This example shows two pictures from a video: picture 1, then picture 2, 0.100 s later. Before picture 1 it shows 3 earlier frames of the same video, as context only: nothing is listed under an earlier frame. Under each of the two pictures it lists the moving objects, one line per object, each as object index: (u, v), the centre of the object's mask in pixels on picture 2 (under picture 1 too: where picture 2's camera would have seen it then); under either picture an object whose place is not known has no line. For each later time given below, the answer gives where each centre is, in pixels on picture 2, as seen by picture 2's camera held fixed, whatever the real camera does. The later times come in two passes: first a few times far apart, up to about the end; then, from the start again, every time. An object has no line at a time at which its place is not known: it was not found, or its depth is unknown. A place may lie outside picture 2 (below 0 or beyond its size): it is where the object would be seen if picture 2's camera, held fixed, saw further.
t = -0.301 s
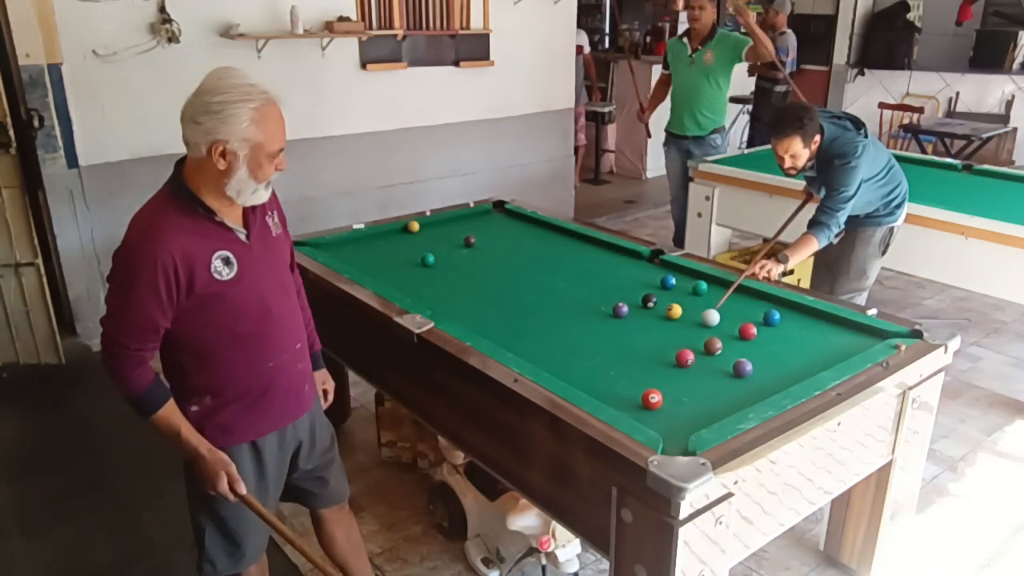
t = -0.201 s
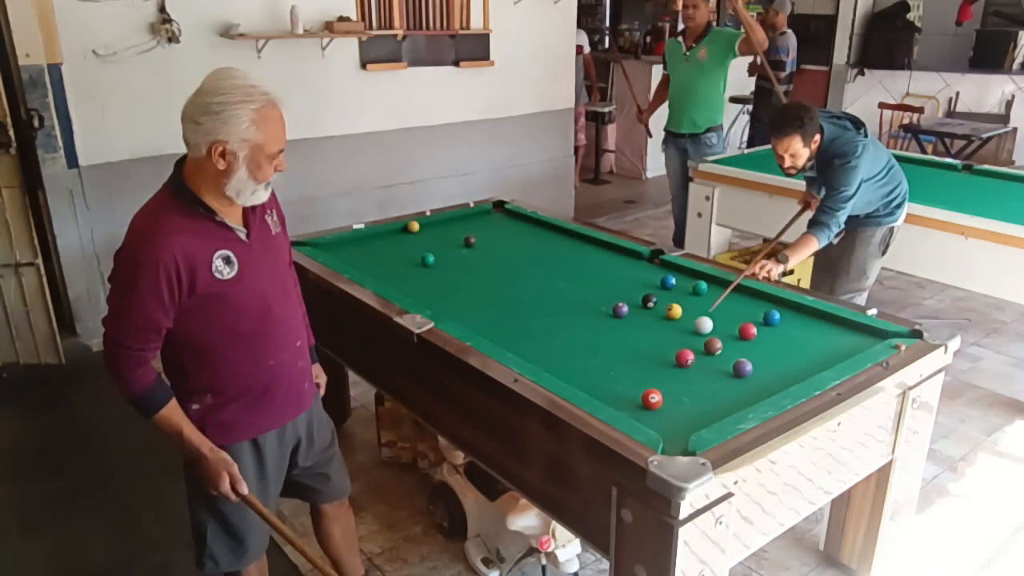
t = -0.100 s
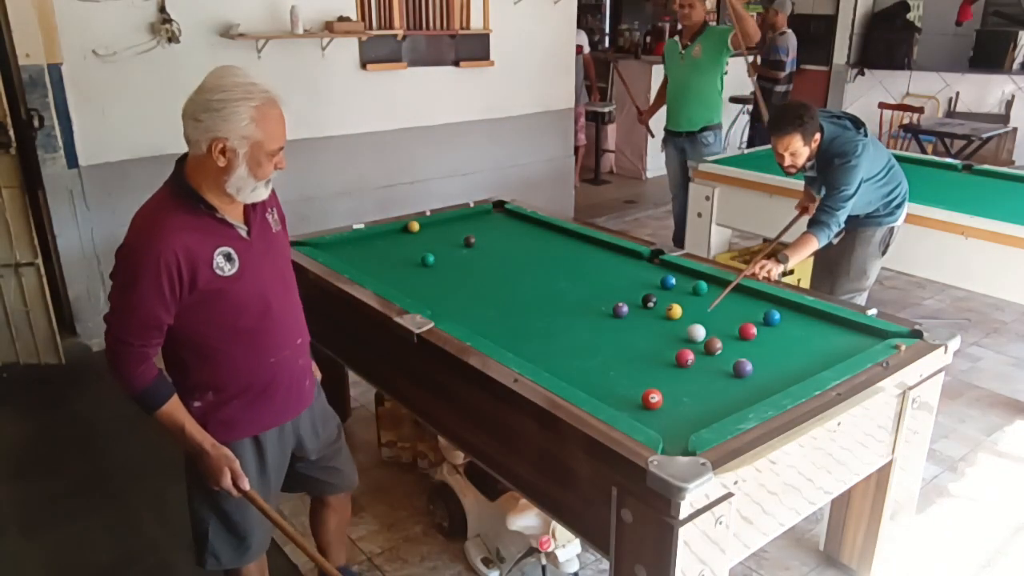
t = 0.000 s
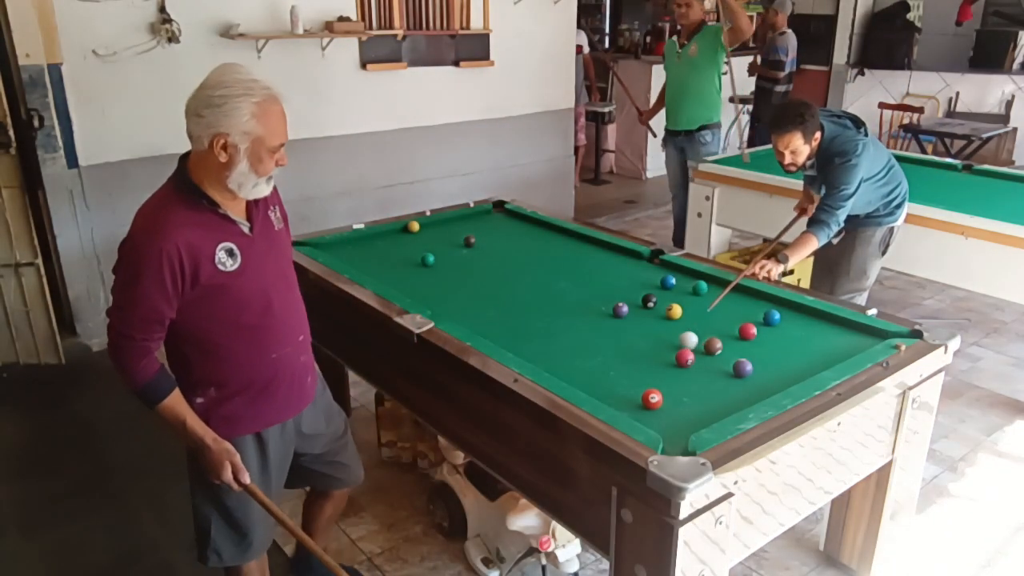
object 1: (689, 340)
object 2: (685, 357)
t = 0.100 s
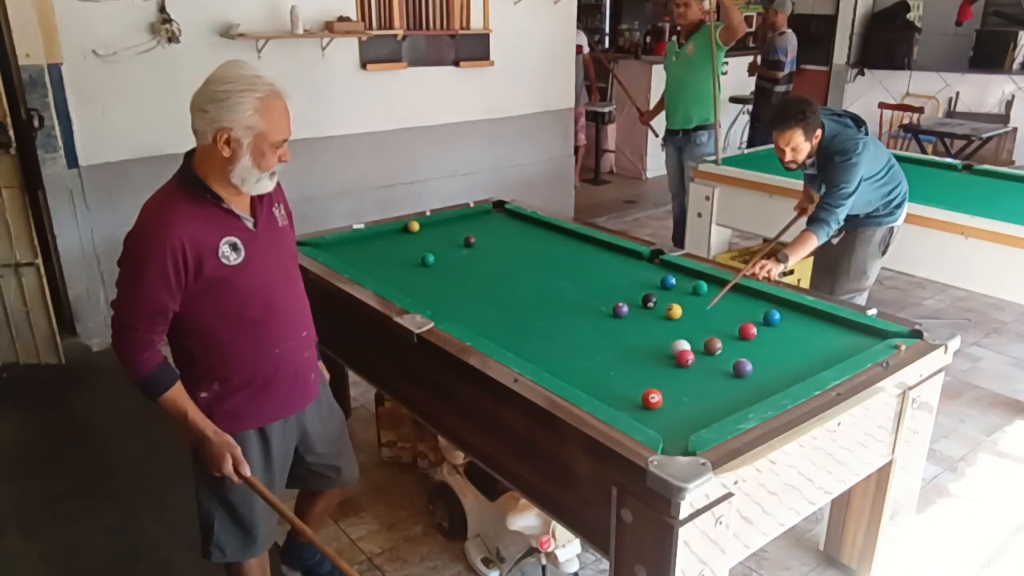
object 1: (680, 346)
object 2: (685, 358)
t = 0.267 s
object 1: (665, 353)
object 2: (688, 369)
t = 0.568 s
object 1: (636, 361)
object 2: (693, 388)
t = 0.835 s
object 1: (612, 368)
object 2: (697, 404)
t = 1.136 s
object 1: (586, 375)
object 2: (701, 421)
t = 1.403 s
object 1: (571, 378)
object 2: (686, 424)
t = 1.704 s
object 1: (580, 373)
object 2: (667, 422)
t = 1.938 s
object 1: (587, 369)
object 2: (655, 421)
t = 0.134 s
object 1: (677, 348)
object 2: (686, 361)
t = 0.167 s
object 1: (674, 350)
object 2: (686, 363)
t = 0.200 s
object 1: (671, 351)
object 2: (687, 365)
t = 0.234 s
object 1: (668, 352)
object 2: (688, 368)
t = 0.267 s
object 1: (665, 353)
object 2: (688, 369)
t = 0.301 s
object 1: (661, 354)
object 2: (689, 371)
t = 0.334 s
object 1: (658, 355)
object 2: (690, 373)
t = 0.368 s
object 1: (655, 356)
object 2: (690, 376)
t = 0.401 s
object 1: (652, 357)
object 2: (690, 377)
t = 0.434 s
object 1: (649, 358)
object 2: (691, 380)
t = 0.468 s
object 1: (646, 359)
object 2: (692, 382)
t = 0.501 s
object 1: (642, 360)
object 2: (692, 384)
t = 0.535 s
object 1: (639, 360)
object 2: (693, 386)
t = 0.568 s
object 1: (636, 361)
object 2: (693, 388)
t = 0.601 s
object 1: (633, 362)
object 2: (694, 390)
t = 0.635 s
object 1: (630, 363)
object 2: (694, 392)
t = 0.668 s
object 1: (627, 364)
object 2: (695, 394)
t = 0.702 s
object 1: (624, 365)
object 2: (696, 396)
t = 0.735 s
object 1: (621, 365)
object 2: (696, 398)
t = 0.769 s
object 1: (618, 367)
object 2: (697, 400)
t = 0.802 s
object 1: (615, 367)
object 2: (697, 402)
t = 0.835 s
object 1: (612, 368)
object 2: (697, 404)
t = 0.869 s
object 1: (609, 369)
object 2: (698, 406)
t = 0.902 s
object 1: (606, 370)
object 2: (699, 408)
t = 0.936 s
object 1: (603, 371)
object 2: (699, 411)
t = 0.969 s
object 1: (600, 371)
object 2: (700, 413)
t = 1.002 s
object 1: (597, 372)
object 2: (700, 415)
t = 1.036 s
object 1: (595, 373)
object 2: (700, 416)
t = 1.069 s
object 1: (592, 374)
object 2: (701, 418)
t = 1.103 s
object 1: (589, 375)
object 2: (701, 419)
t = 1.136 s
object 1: (586, 375)
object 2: (701, 421)
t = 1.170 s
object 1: (584, 376)
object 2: (702, 422)
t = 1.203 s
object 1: (581, 377)
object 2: (700, 422)
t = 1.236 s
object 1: (578, 377)
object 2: (698, 423)
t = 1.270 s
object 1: (576, 378)
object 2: (695, 423)
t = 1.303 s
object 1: (573, 378)
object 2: (693, 423)
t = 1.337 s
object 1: (571, 378)
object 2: (691, 424)
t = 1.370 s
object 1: (570, 378)
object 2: (689, 424)
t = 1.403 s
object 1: (571, 378)
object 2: (686, 424)
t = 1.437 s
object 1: (572, 378)
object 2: (684, 424)
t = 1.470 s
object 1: (573, 377)
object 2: (682, 424)
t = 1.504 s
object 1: (574, 377)
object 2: (680, 424)
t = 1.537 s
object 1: (575, 376)
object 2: (678, 424)
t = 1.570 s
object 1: (576, 376)
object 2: (675, 423)
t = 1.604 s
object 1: (577, 375)
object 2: (673, 423)
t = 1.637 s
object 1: (578, 374)
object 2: (671, 423)
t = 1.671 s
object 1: (579, 374)
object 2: (669, 423)
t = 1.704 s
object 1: (580, 373)
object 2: (667, 422)
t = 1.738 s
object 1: (581, 372)
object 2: (665, 423)
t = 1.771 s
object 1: (583, 372)
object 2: (664, 422)
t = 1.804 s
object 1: (583, 371)
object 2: (662, 422)
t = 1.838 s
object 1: (584, 370)
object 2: (660, 422)
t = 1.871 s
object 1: (585, 370)
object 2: (658, 422)
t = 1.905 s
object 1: (586, 369)
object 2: (657, 421)
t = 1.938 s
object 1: (587, 369)
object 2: (655, 421)
